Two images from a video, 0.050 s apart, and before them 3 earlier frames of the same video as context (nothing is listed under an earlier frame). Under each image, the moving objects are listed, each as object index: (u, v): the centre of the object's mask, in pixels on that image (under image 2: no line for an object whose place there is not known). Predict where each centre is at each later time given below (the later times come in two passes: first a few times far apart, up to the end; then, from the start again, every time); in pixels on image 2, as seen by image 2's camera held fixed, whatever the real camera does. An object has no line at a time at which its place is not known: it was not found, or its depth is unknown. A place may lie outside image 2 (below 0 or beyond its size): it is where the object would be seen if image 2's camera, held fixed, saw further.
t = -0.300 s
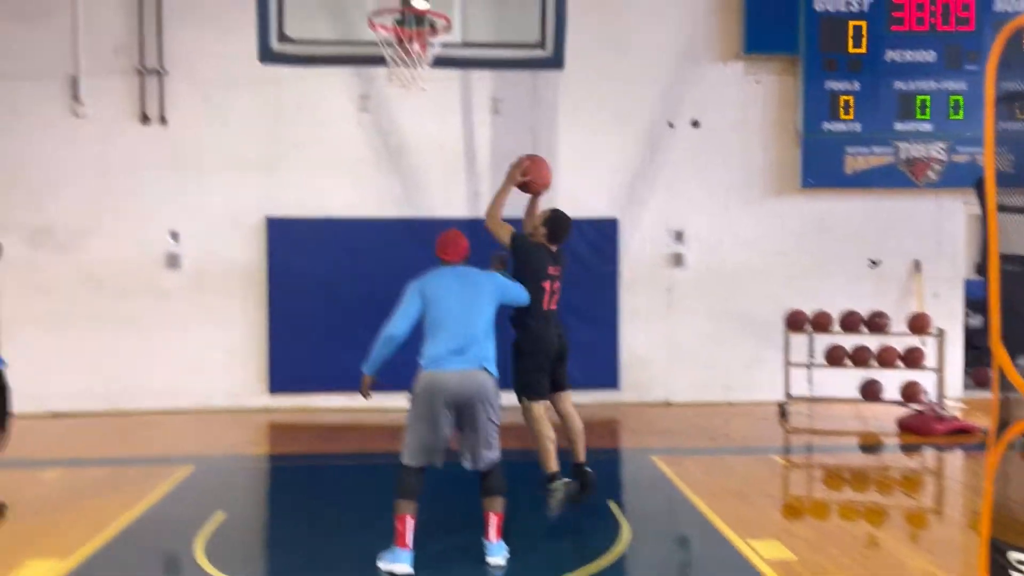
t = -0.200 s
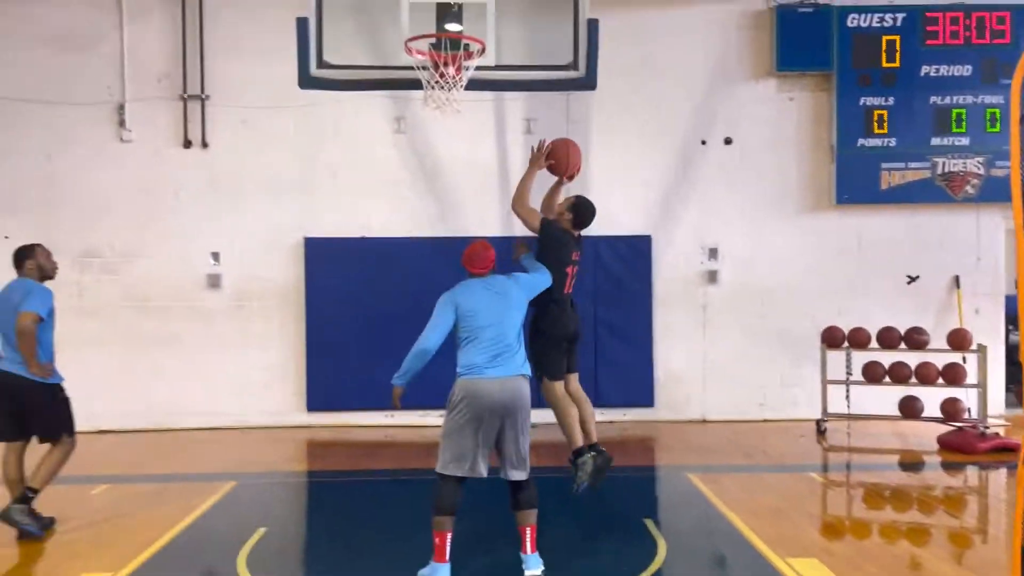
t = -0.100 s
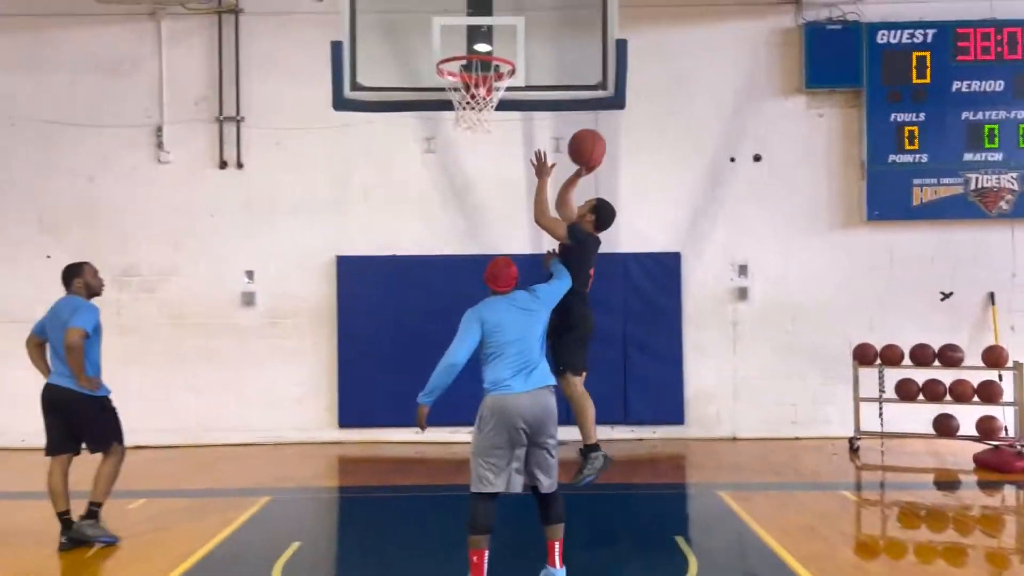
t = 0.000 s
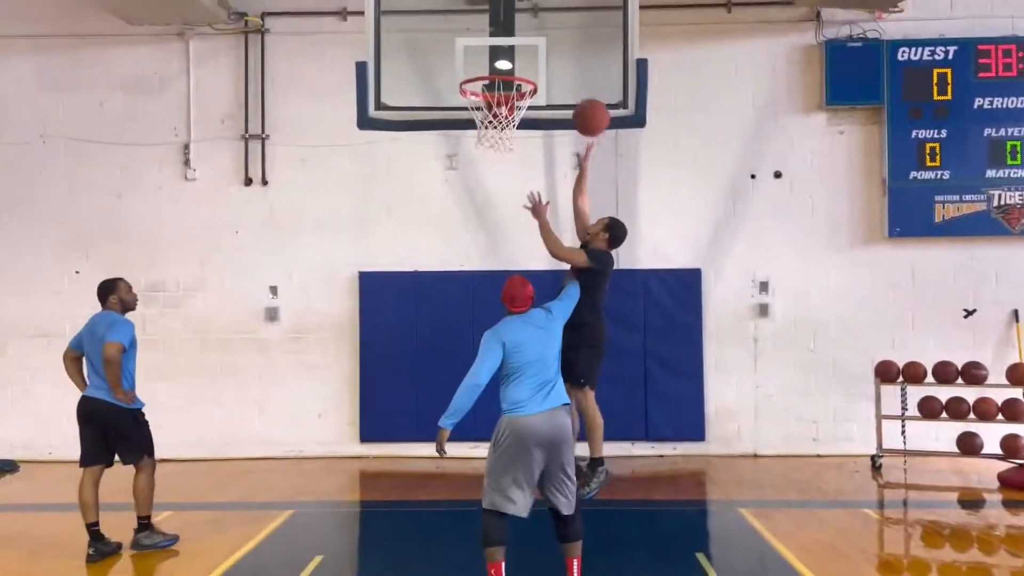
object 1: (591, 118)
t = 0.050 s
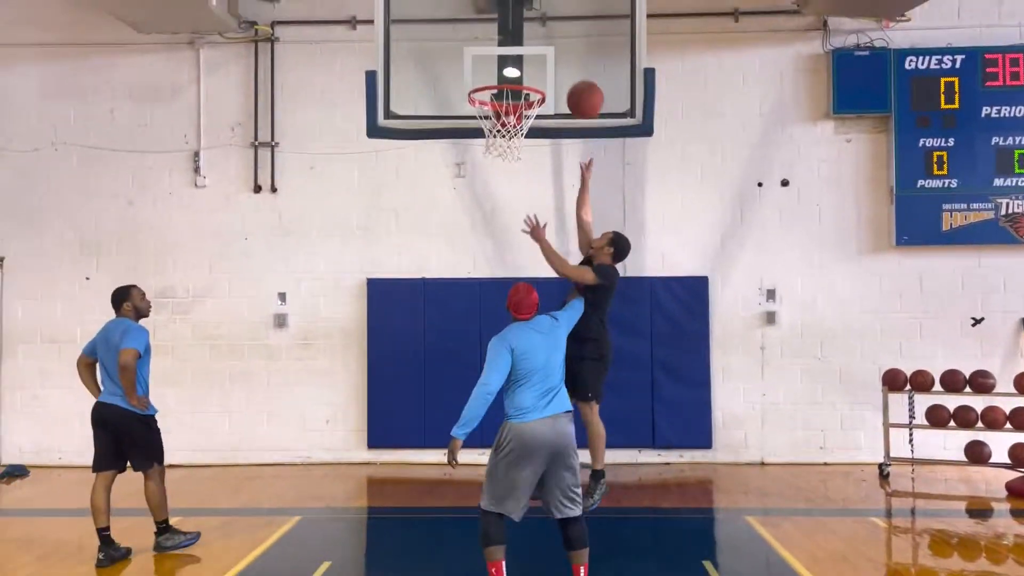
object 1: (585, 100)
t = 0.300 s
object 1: (537, 37)
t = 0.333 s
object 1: (533, 37)
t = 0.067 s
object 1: (581, 91)
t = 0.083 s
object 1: (576, 84)
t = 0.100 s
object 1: (572, 77)
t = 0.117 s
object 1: (567, 70)
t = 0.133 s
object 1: (563, 64)
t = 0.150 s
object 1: (559, 58)
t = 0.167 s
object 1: (555, 53)
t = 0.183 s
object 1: (551, 48)
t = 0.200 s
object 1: (549, 46)
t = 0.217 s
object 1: (546, 43)
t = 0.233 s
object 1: (544, 41)
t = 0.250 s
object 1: (543, 39)
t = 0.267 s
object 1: (541, 38)
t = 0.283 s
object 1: (539, 38)
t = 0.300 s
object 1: (537, 37)
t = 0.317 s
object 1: (535, 37)
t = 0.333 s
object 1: (533, 37)
